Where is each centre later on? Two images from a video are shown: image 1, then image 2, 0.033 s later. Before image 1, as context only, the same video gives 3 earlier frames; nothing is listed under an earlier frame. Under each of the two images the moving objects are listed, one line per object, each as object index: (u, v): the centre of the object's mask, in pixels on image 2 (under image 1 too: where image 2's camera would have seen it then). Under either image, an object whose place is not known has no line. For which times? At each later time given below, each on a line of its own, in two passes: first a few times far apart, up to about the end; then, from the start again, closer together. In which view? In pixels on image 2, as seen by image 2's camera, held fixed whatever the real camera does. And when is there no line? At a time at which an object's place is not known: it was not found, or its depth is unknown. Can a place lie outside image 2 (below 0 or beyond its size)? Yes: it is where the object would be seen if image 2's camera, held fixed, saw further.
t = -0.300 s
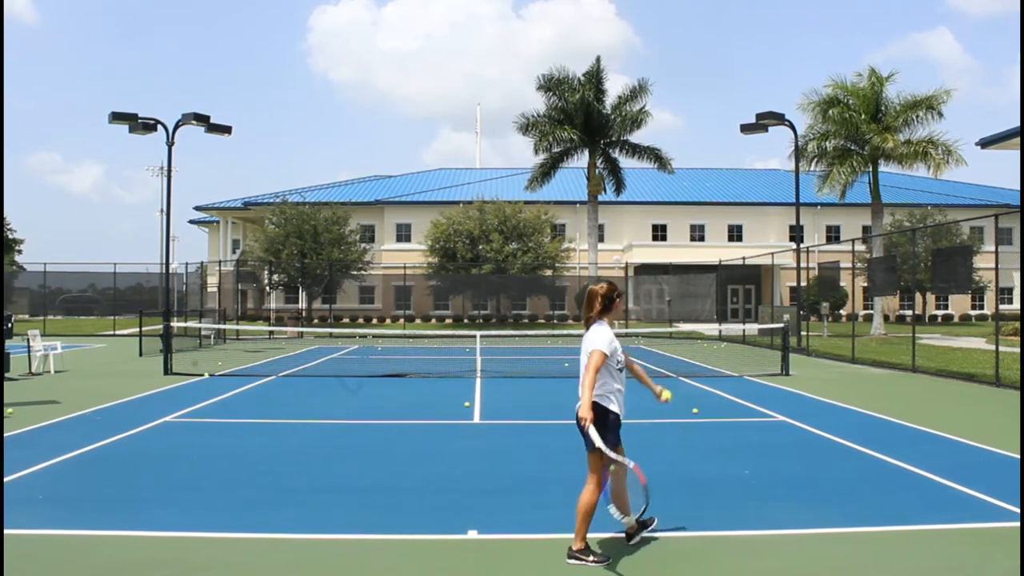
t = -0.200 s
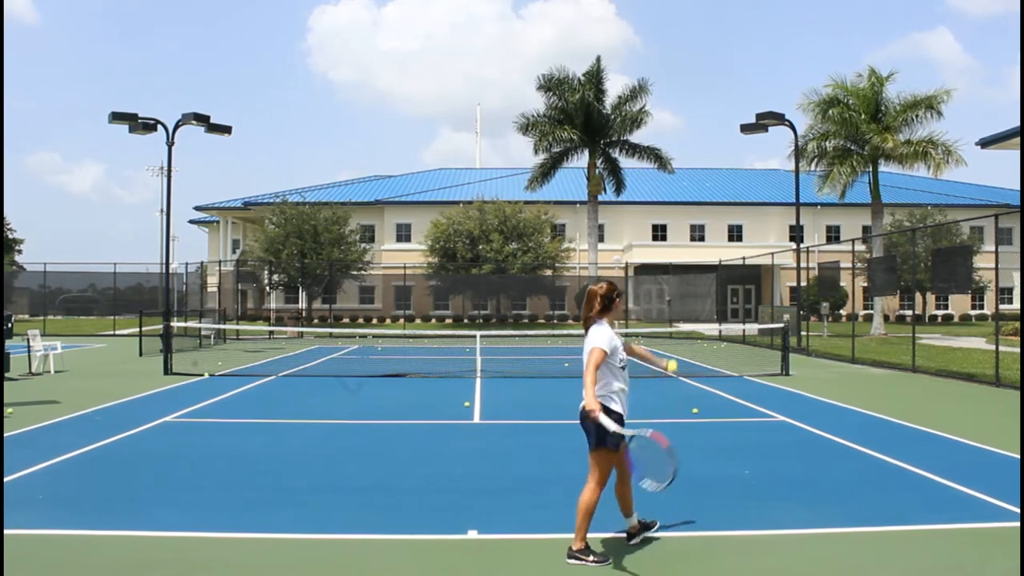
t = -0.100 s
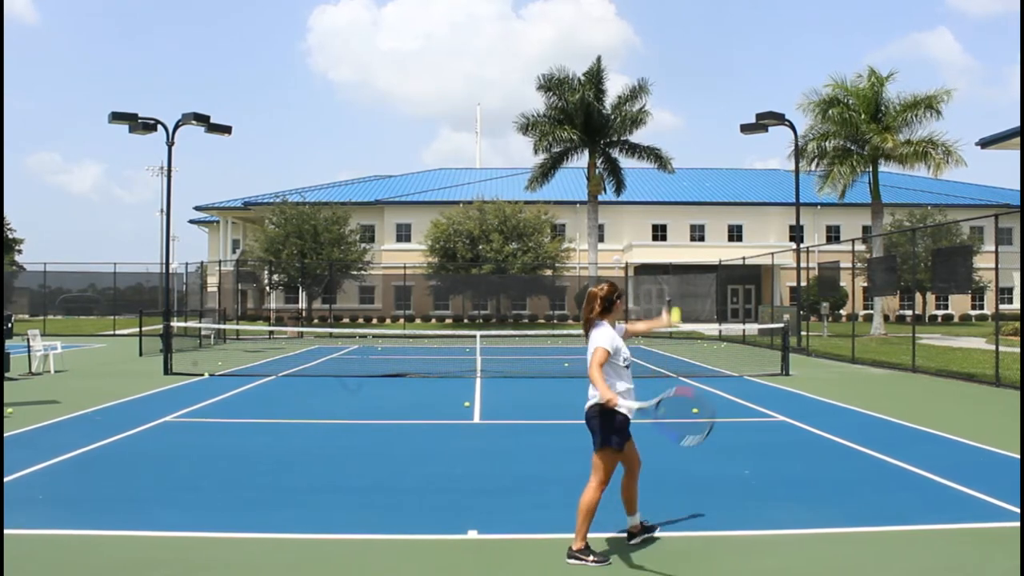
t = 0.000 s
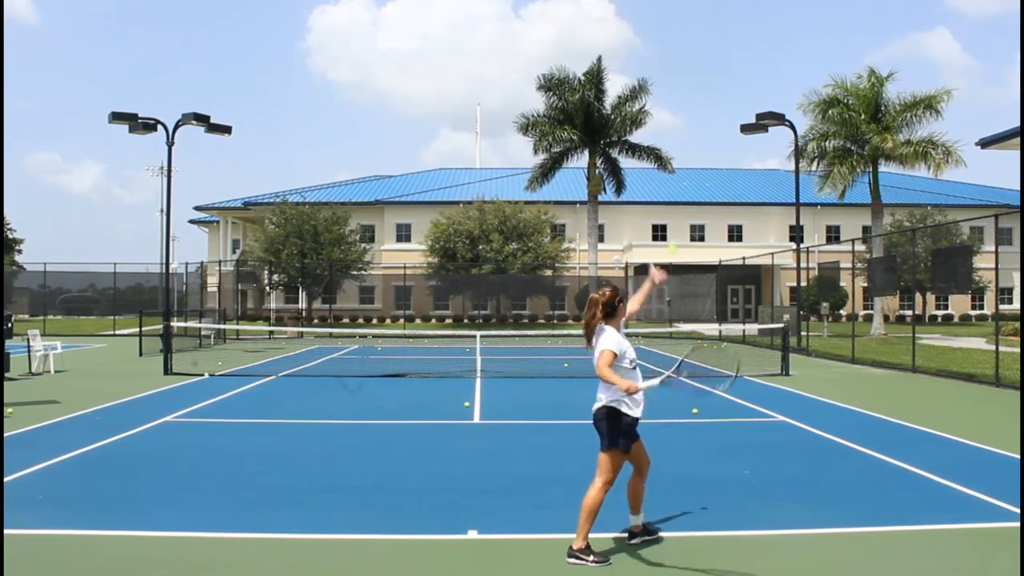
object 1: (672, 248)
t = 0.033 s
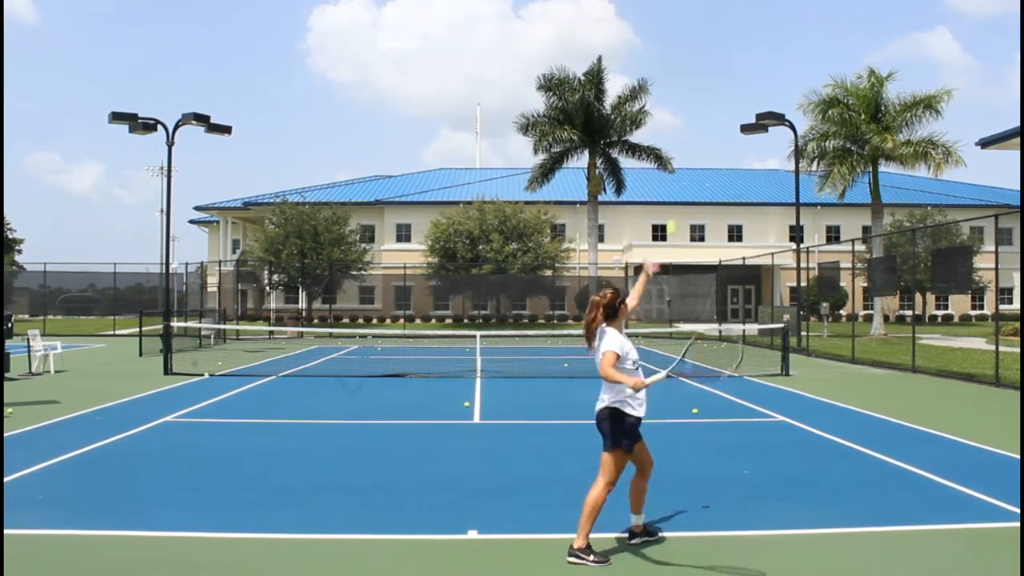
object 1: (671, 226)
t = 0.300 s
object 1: (663, 126)
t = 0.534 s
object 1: (657, 121)
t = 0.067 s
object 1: (670, 208)
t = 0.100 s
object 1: (669, 192)
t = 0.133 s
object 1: (668, 177)
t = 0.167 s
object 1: (667, 164)
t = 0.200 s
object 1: (666, 152)
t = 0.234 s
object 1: (665, 142)
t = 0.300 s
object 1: (663, 126)
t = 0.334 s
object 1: (662, 120)
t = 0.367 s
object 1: (661, 117)
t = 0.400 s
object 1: (660, 115)
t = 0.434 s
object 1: (659, 115)
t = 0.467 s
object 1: (658, 115)
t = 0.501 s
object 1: (658, 116)
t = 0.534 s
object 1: (657, 121)
